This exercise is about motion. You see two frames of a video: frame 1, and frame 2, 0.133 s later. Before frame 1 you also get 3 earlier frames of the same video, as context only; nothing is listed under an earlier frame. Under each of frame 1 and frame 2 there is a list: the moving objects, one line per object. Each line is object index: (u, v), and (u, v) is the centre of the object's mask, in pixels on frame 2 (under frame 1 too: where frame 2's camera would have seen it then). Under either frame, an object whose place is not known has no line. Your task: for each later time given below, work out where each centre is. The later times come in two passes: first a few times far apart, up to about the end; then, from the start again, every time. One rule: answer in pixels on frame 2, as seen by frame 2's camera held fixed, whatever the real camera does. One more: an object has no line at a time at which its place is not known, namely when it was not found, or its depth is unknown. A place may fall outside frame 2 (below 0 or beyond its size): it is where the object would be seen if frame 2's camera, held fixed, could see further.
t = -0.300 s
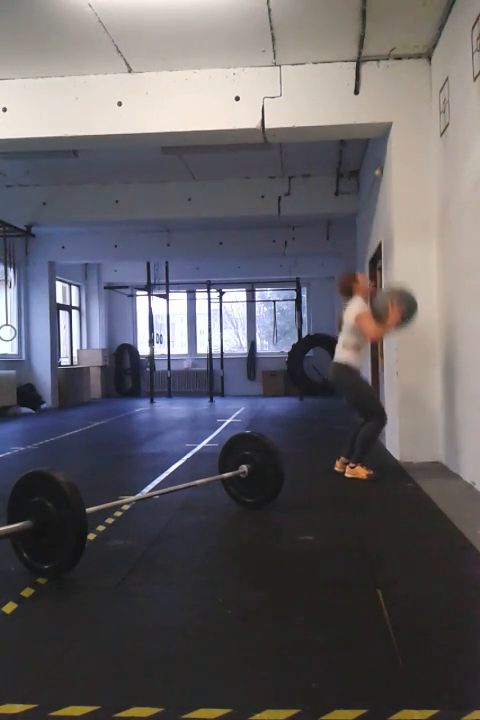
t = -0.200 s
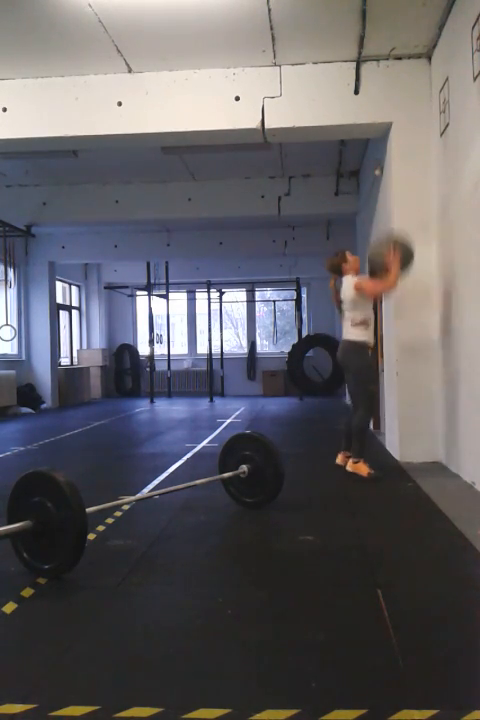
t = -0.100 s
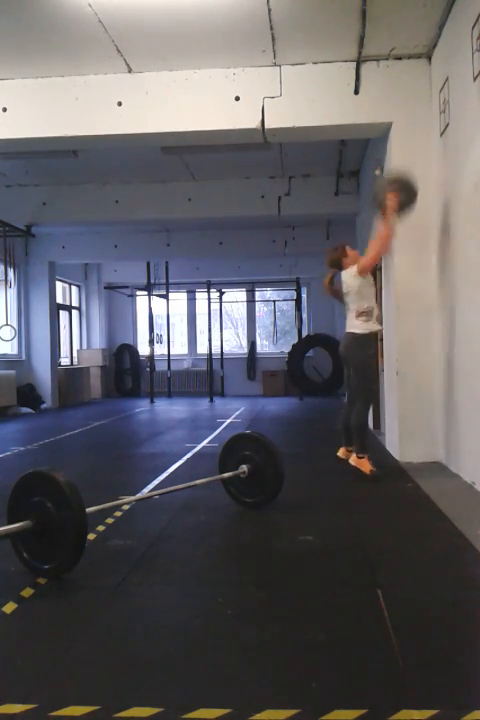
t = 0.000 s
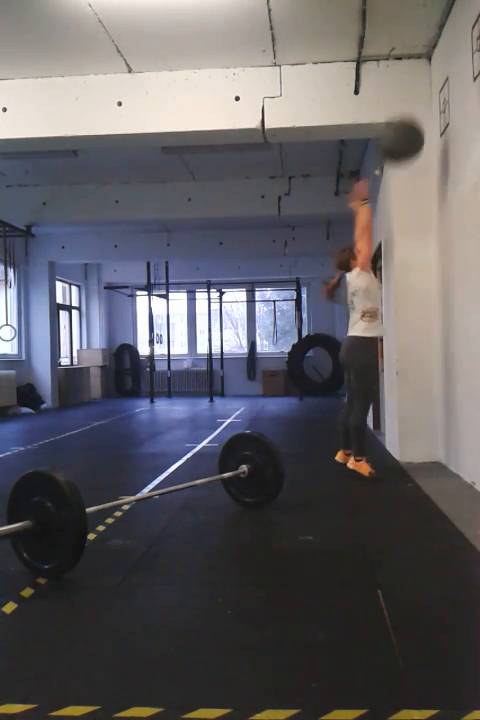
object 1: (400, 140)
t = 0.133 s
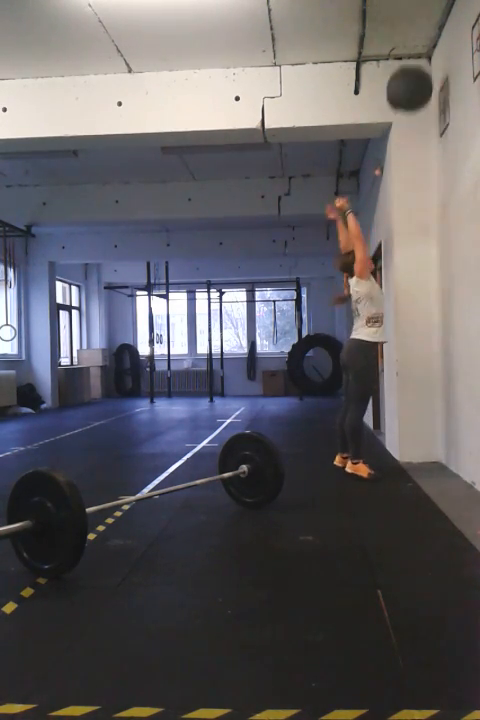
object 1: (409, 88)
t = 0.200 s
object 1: (413, 72)
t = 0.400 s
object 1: (422, 56)
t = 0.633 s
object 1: (415, 95)
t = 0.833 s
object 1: (410, 185)
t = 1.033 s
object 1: (406, 323)
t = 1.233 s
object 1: (402, 444)
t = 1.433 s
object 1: (390, 413)
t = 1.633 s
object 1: (380, 433)
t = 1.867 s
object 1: (374, 447)
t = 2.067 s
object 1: (374, 453)
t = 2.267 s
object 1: (375, 452)
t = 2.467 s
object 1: (374, 453)
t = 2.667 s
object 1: (374, 452)
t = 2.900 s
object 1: (374, 453)
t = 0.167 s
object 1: (411, 79)
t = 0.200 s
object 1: (413, 72)
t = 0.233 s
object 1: (415, 66)
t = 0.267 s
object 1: (417, 61)
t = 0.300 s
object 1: (420, 58)
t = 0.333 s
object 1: (423, 56)
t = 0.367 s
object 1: (423, 55)
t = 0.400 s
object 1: (422, 56)
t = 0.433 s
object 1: (421, 57)
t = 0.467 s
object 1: (421, 60)
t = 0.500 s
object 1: (419, 64)
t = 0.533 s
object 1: (418, 70)
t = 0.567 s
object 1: (417, 77)
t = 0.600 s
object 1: (416, 85)
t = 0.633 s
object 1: (415, 95)
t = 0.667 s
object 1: (414, 107)
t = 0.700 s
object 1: (413, 120)
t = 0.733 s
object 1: (413, 133)
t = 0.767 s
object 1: (412, 149)
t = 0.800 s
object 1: (411, 166)
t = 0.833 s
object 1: (410, 185)
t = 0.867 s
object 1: (409, 204)
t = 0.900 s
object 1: (408, 226)
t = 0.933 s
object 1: (407, 248)
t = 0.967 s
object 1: (407, 272)
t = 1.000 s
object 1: (406, 297)
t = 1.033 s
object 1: (406, 323)
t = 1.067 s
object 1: (405, 349)
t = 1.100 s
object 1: (406, 380)
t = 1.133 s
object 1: (406, 410)
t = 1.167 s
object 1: (406, 440)
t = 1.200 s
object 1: (404, 455)
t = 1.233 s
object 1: (402, 444)
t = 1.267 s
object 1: (399, 435)
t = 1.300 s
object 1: (398, 428)
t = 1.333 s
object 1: (396, 422)
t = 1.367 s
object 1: (394, 418)
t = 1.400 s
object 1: (392, 415)
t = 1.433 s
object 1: (390, 413)
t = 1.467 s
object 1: (389, 413)
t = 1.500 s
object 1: (387, 414)
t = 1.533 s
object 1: (386, 416)
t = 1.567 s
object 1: (384, 421)
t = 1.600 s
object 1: (382, 426)
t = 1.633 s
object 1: (380, 433)
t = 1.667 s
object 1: (379, 441)
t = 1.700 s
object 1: (377, 452)
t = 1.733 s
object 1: (377, 453)
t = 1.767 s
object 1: (376, 450)
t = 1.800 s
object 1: (375, 446)
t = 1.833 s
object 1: (374, 446)
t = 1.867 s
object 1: (374, 447)
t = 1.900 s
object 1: (374, 452)
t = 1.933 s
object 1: (374, 453)
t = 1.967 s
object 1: (373, 452)
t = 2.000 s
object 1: (373, 452)
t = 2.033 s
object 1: (373, 452)
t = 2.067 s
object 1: (374, 453)
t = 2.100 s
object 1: (374, 453)
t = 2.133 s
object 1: (374, 453)
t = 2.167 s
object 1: (374, 453)
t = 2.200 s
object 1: (374, 452)
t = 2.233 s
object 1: (375, 453)
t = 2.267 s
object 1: (375, 452)
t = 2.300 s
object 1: (375, 453)
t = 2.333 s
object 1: (375, 453)
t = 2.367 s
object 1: (375, 452)
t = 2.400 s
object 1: (375, 453)
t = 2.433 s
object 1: (374, 453)
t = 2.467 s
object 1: (374, 453)
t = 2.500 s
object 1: (374, 452)
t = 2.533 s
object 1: (374, 452)
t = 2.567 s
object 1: (374, 452)
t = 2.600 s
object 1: (374, 452)
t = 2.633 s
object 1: (374, 452)
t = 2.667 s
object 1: (374, 452)
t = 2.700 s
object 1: (374, 453)
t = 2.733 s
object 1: (374, 453)
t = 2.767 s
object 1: (374, 453)
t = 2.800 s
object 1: (374, 453)
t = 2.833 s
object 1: (374, 453)
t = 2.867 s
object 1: (374, 453)
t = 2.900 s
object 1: (374, 453)
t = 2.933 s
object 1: (374, 453)
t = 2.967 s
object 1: (374, 453)
